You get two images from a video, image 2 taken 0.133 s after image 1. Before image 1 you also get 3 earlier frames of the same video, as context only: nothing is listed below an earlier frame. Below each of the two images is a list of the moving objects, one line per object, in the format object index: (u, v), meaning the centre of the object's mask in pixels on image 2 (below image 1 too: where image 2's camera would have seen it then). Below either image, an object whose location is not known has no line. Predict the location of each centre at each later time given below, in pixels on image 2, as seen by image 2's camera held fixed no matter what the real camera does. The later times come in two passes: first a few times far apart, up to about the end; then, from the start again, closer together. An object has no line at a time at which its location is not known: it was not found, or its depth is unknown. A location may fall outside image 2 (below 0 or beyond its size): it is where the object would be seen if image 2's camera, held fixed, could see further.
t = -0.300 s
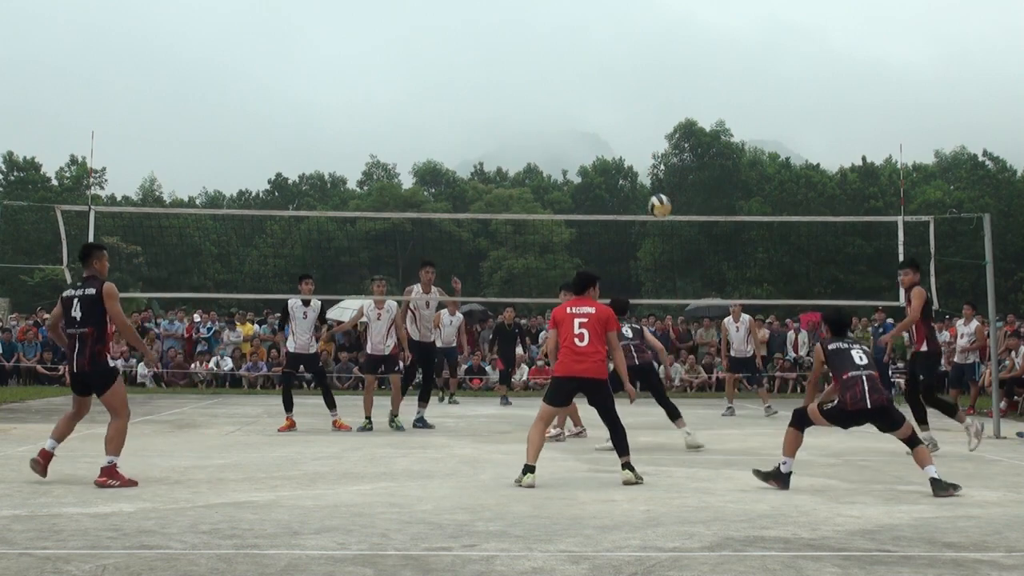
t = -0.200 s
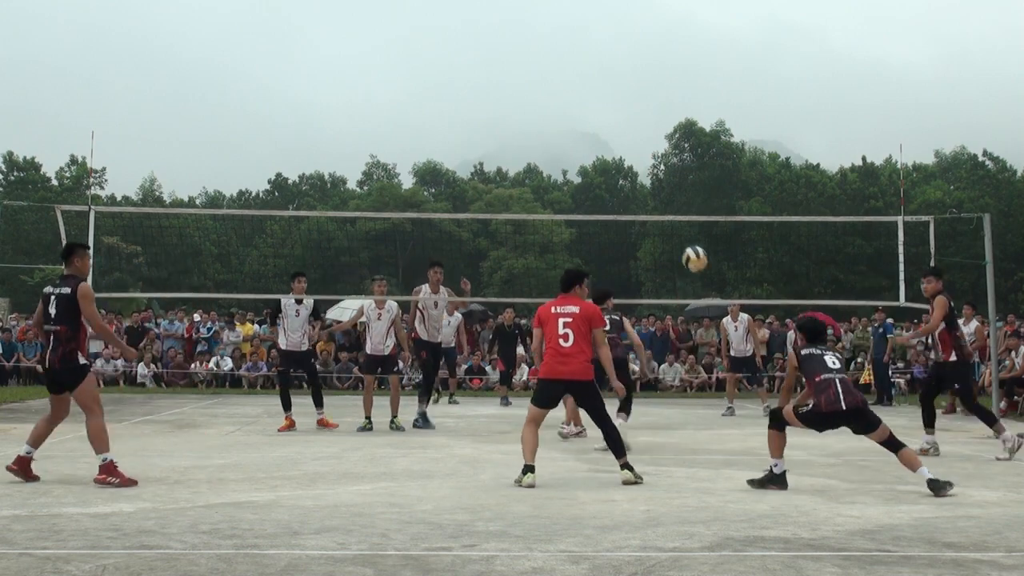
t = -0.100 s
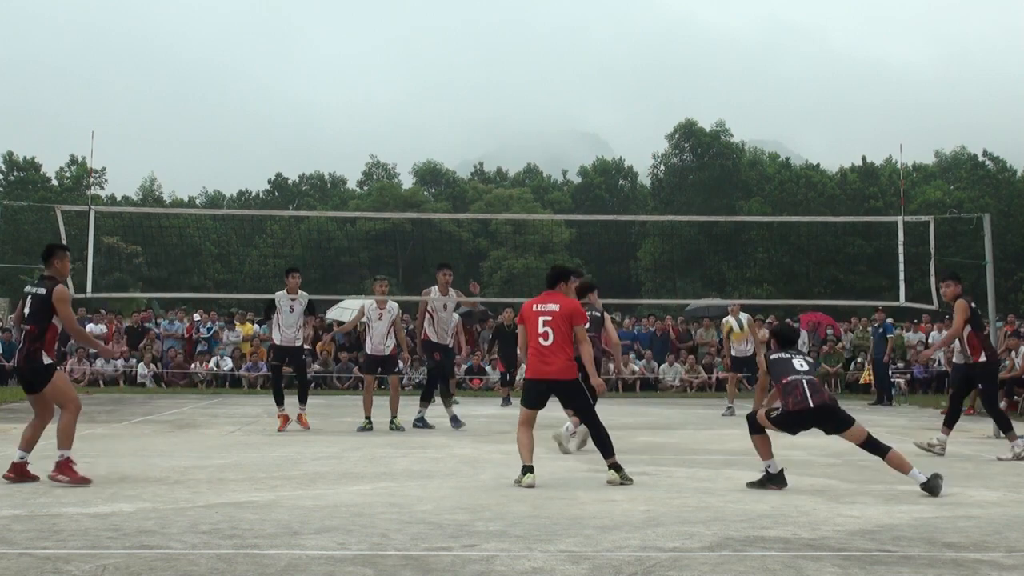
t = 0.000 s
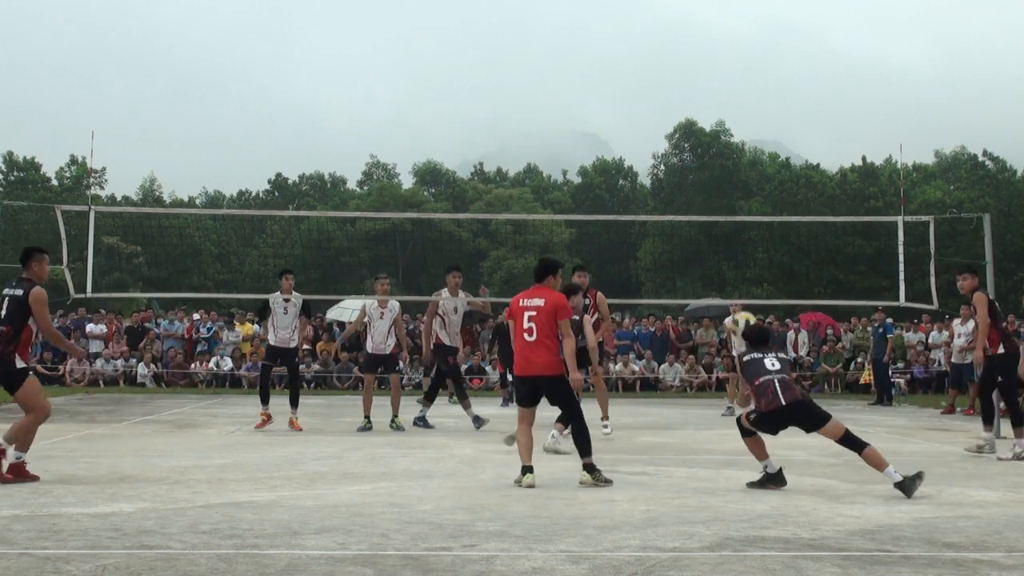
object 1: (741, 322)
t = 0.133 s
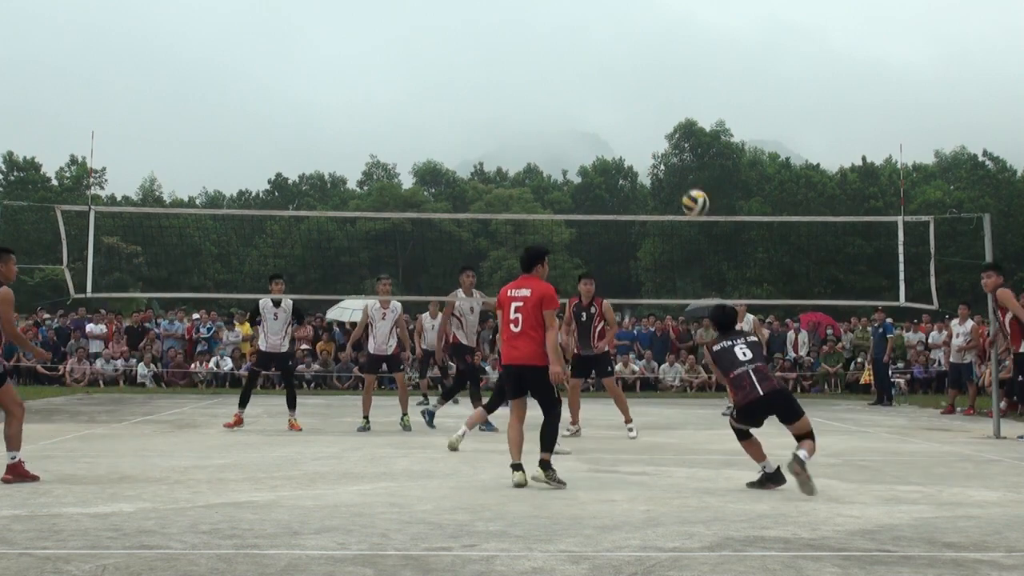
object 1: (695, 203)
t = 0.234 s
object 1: (662, 132)
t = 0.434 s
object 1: (605, 34)
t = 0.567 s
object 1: (571, 5)
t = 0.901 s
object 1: (497, 3)
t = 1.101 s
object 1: (458, 46)
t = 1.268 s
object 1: (429, 112)
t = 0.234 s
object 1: (662, 132)
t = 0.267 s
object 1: (652, 112)
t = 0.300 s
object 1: (642, 93)
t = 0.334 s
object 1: (632, 76)
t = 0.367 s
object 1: (623, 61)
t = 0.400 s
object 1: (614, 47)
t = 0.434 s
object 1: (605, 34)
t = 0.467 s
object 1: (596, 23)
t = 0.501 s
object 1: (587, 14)
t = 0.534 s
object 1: (579, 8)
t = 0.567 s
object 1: (571, 5)
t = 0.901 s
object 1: (497, 3)
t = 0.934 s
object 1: (490, 6)
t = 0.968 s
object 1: (484, 9)
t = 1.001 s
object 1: (477, 17)
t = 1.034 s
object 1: (471, 26)
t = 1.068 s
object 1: (465, 35)
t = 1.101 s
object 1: (458, 46)
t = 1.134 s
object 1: (452, 57)
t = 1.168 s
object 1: (447, 69)
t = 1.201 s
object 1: (441, 83)
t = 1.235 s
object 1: (435, 97)
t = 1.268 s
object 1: (429, 112)
